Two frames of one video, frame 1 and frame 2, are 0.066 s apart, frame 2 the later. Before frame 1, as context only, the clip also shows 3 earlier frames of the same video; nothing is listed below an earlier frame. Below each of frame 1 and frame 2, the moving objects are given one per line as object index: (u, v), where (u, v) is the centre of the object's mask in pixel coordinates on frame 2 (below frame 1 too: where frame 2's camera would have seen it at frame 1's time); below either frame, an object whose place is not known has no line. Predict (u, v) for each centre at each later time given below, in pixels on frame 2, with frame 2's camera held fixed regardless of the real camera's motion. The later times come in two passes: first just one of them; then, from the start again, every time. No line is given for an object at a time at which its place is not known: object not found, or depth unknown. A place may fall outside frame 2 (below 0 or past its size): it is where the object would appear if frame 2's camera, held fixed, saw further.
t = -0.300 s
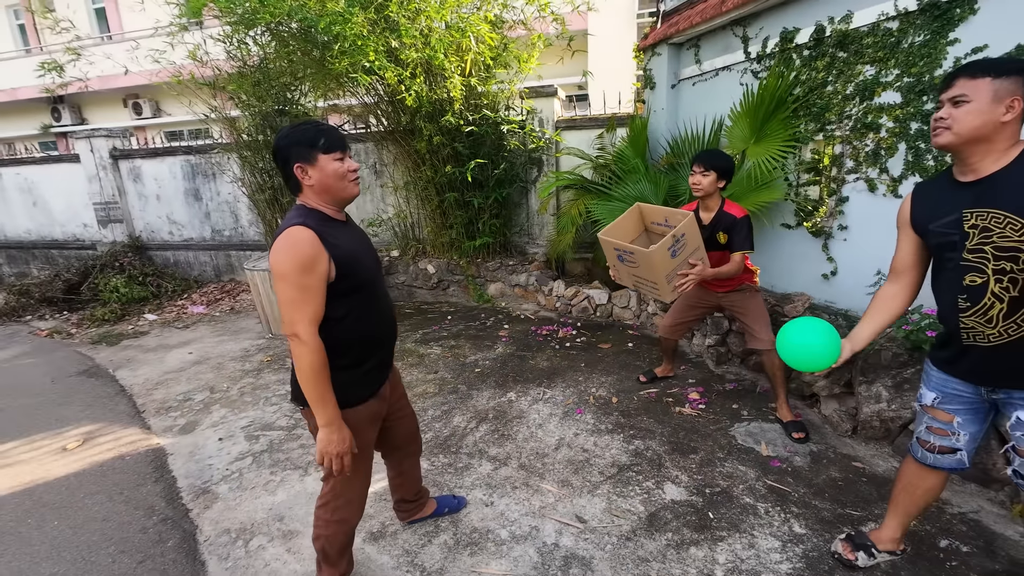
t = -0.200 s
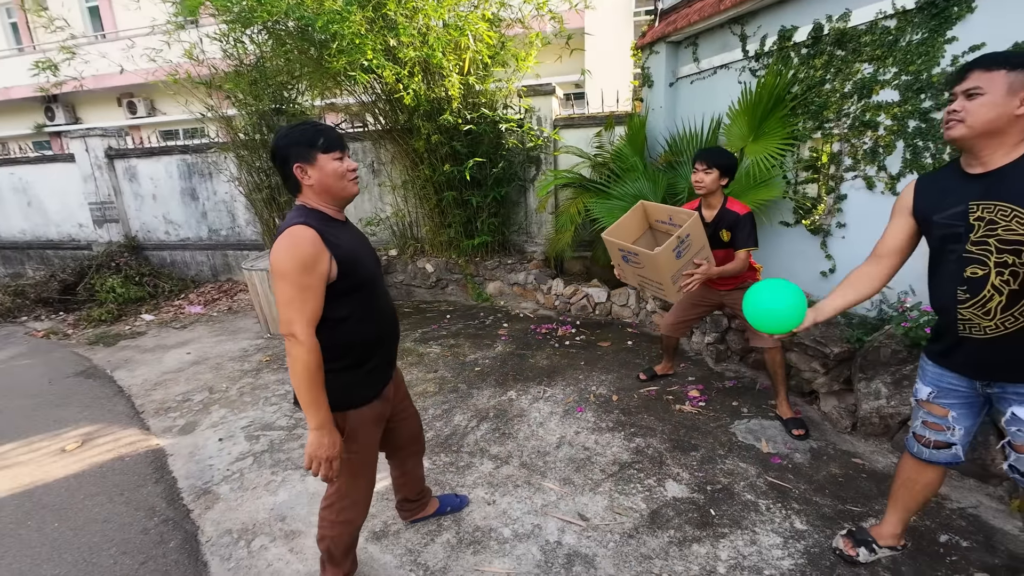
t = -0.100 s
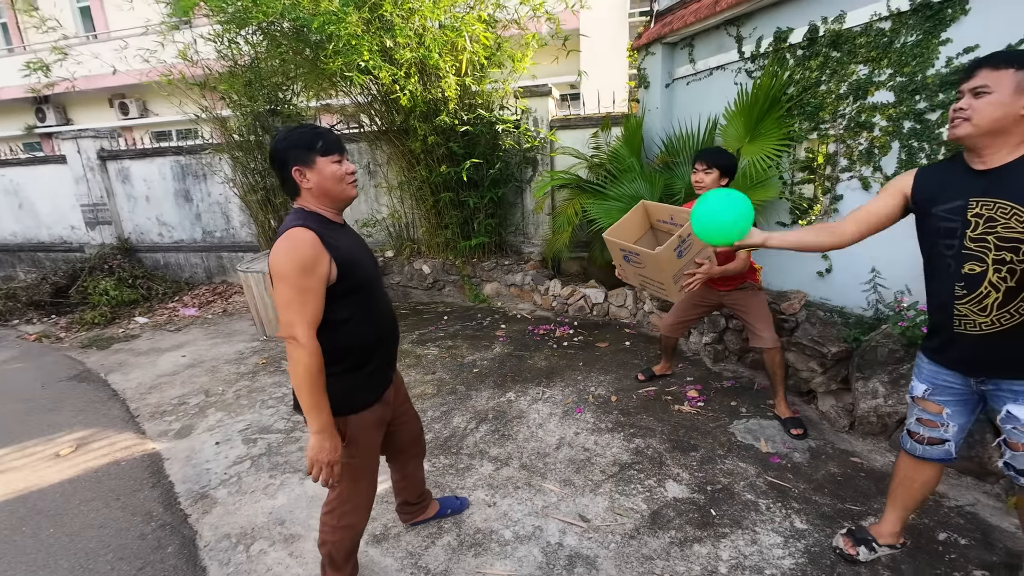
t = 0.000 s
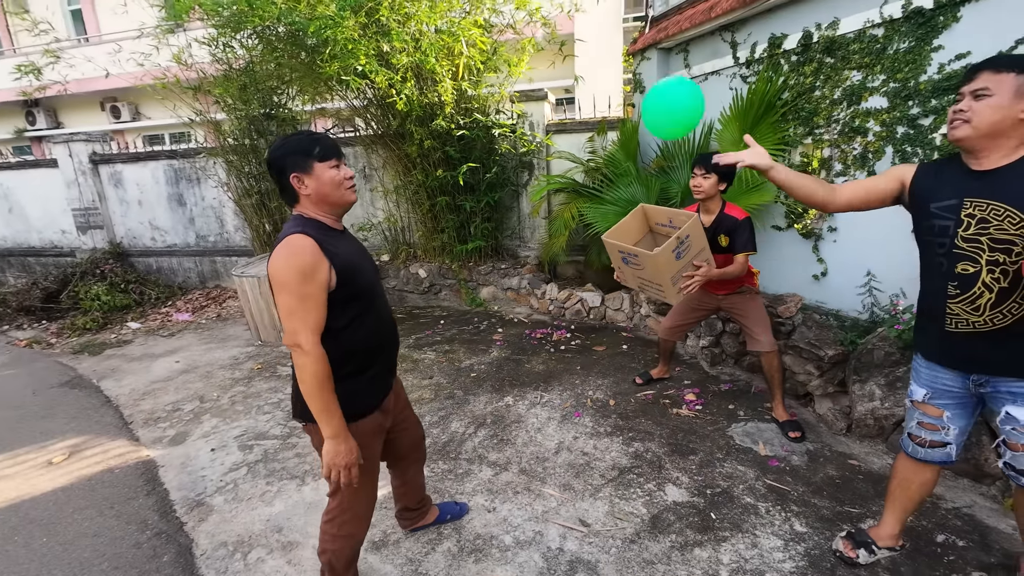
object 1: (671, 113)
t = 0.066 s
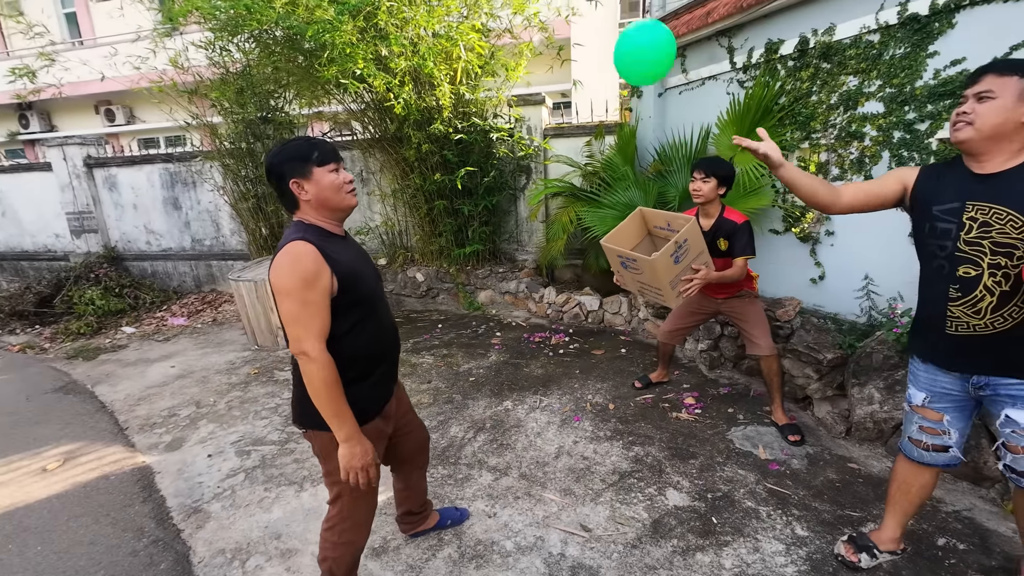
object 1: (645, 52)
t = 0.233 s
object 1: (587, -8)
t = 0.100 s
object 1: (633, 28)
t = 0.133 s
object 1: (620, 15)
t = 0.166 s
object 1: (609, 5)
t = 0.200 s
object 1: (597, -3)
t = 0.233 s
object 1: (587, -8)
